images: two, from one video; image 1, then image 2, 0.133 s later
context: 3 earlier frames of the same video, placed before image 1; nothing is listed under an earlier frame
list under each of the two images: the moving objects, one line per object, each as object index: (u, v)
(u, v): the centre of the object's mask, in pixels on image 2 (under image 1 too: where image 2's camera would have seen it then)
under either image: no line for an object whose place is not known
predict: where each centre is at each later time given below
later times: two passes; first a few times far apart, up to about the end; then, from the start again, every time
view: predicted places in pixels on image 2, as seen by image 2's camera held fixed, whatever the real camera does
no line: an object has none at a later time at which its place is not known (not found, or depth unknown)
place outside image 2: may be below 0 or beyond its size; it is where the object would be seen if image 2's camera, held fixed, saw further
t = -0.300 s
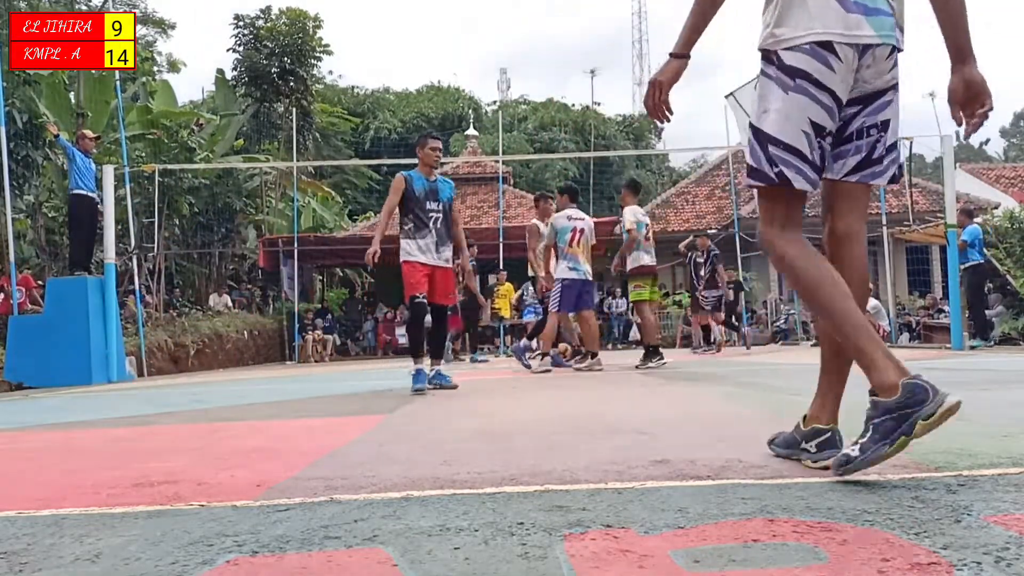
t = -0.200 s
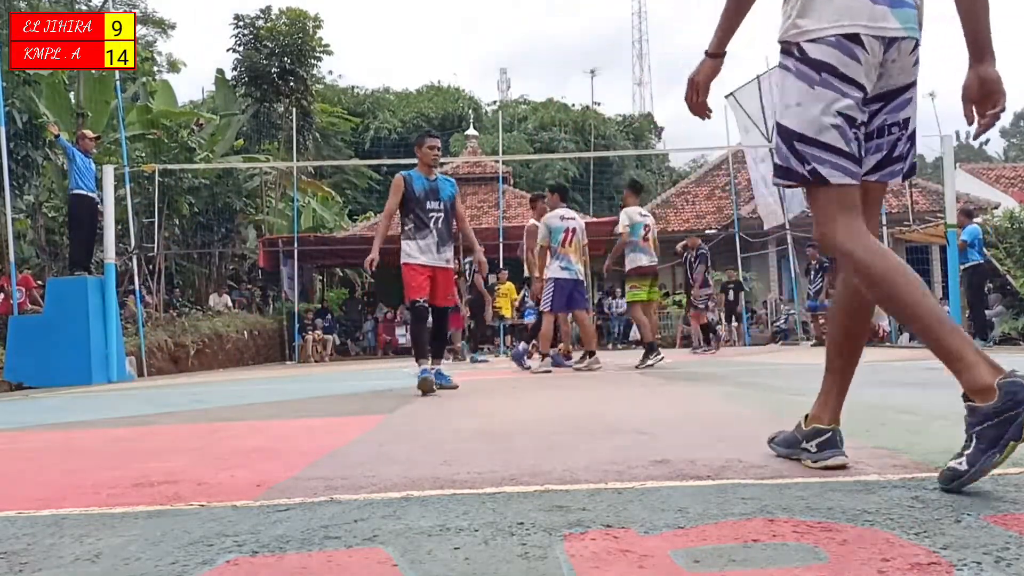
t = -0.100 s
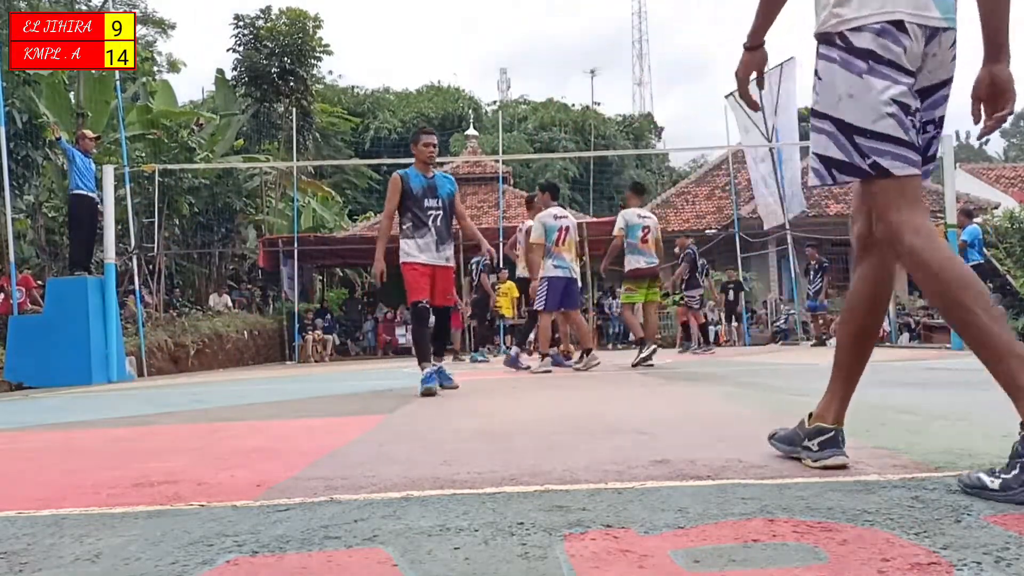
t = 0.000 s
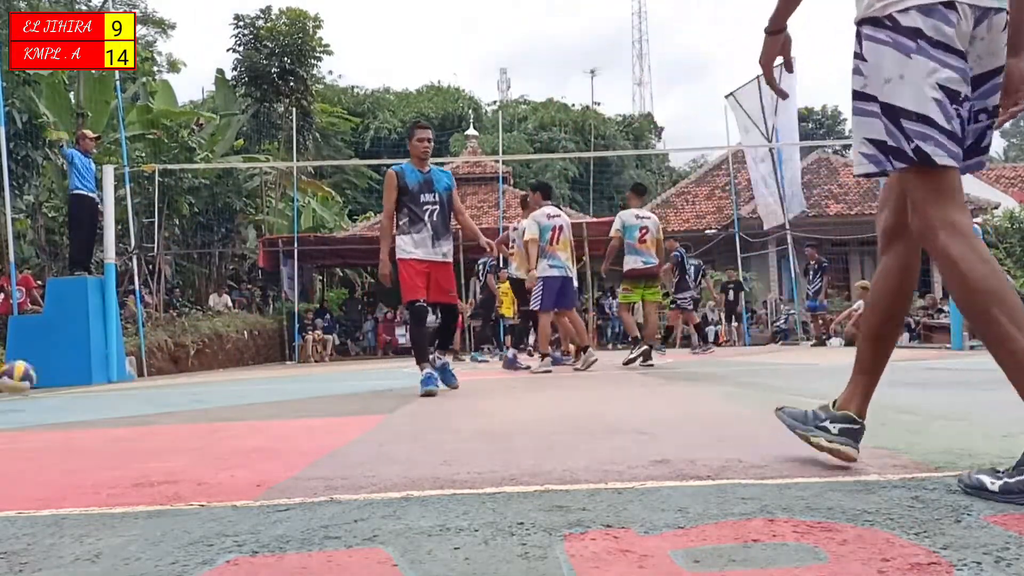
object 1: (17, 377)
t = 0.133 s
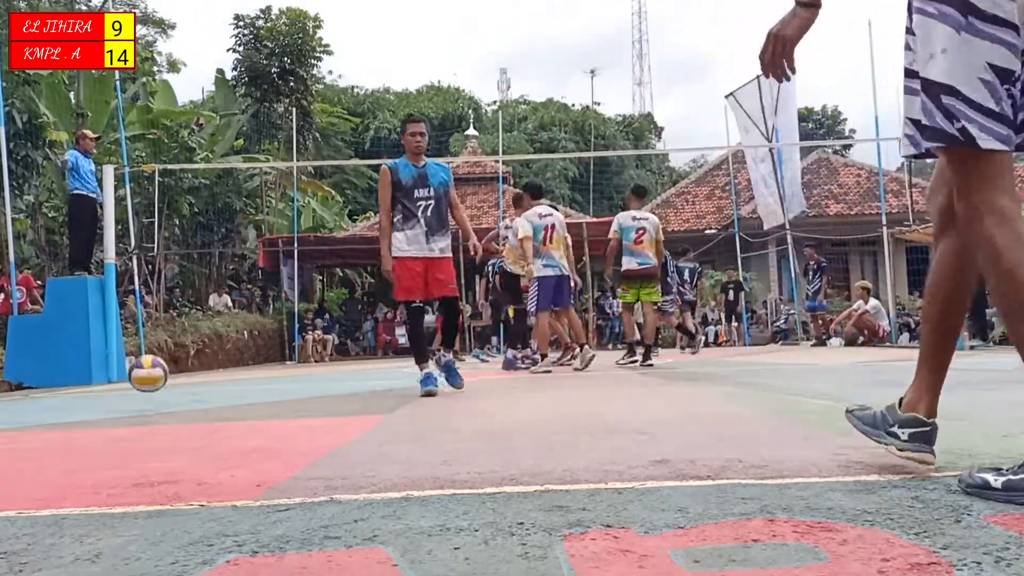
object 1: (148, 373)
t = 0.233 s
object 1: (245, 356)
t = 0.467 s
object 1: (520, 376)
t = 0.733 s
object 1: (951, 381)
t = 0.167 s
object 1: (179, 365)
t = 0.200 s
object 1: (211, 360)
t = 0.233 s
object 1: (245, 356)
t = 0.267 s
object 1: (280, 354)
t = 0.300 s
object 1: (317, 354)
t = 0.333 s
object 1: (355, 358)
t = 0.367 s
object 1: (394, 363)
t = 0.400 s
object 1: (435, 373)
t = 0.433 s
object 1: (478, 384)
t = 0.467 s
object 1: (520, 376)
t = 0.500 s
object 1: (565, 367)
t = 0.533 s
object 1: (610, 360)
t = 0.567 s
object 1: (659, 355)
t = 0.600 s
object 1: (711, 354)
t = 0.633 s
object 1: (765, 355)
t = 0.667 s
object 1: (824, 360)
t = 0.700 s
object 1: (886, 369)
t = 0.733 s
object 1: (951, 381)
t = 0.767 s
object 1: (1007, 372)
